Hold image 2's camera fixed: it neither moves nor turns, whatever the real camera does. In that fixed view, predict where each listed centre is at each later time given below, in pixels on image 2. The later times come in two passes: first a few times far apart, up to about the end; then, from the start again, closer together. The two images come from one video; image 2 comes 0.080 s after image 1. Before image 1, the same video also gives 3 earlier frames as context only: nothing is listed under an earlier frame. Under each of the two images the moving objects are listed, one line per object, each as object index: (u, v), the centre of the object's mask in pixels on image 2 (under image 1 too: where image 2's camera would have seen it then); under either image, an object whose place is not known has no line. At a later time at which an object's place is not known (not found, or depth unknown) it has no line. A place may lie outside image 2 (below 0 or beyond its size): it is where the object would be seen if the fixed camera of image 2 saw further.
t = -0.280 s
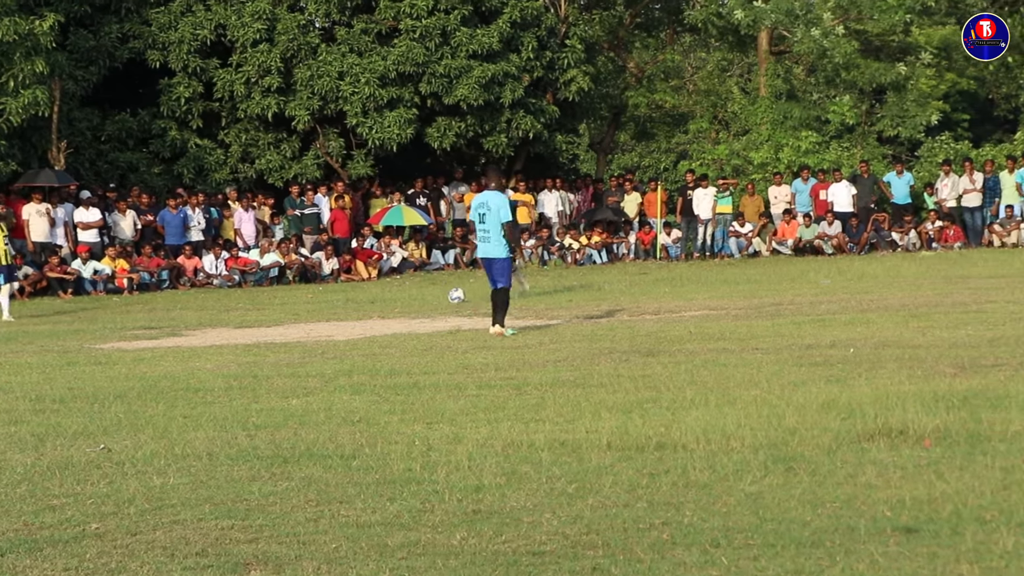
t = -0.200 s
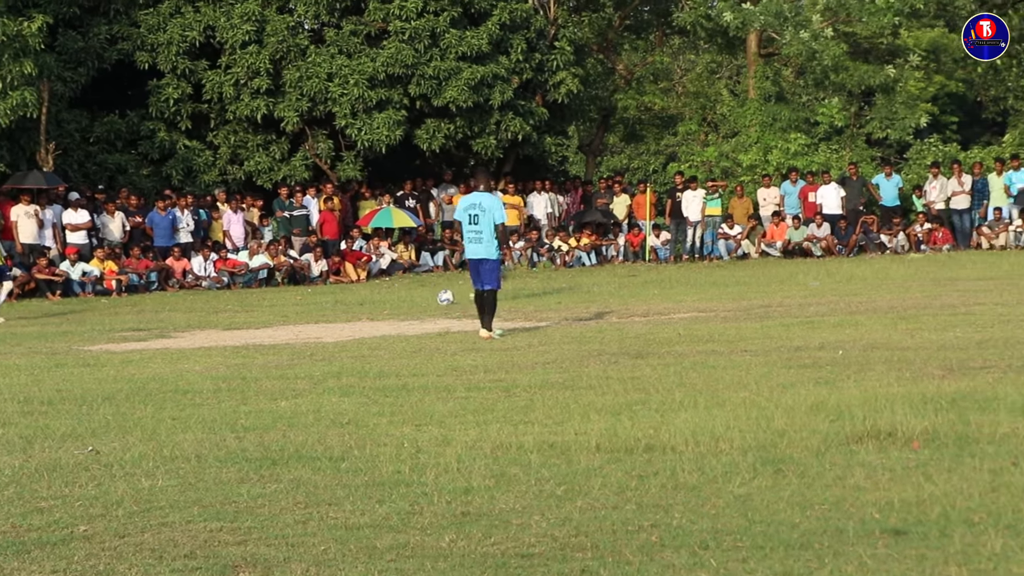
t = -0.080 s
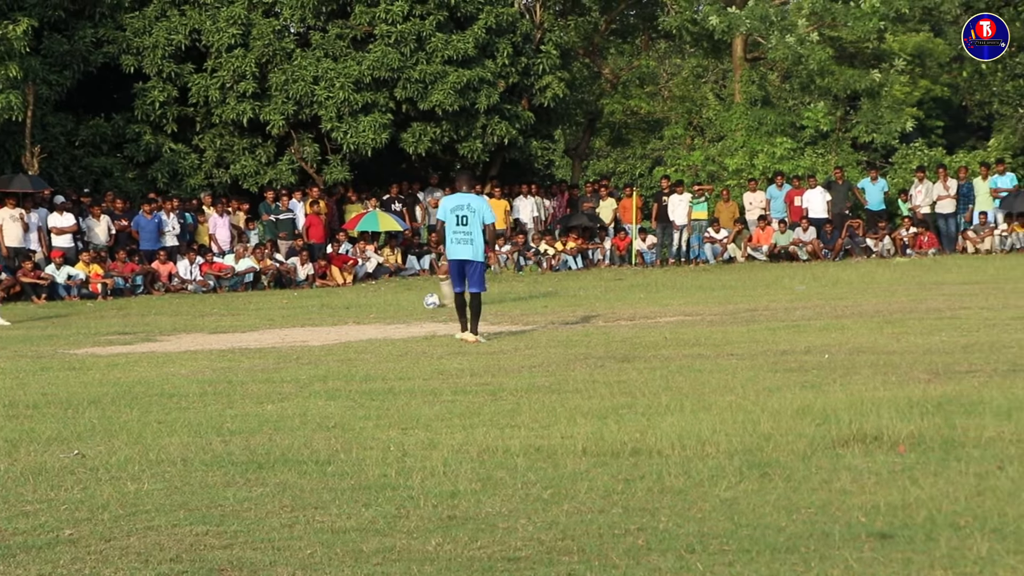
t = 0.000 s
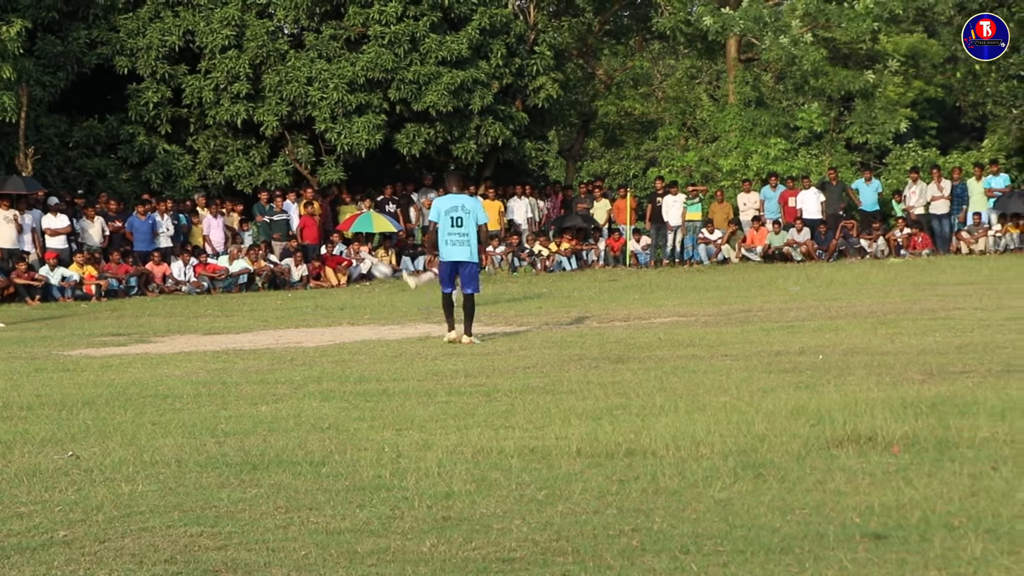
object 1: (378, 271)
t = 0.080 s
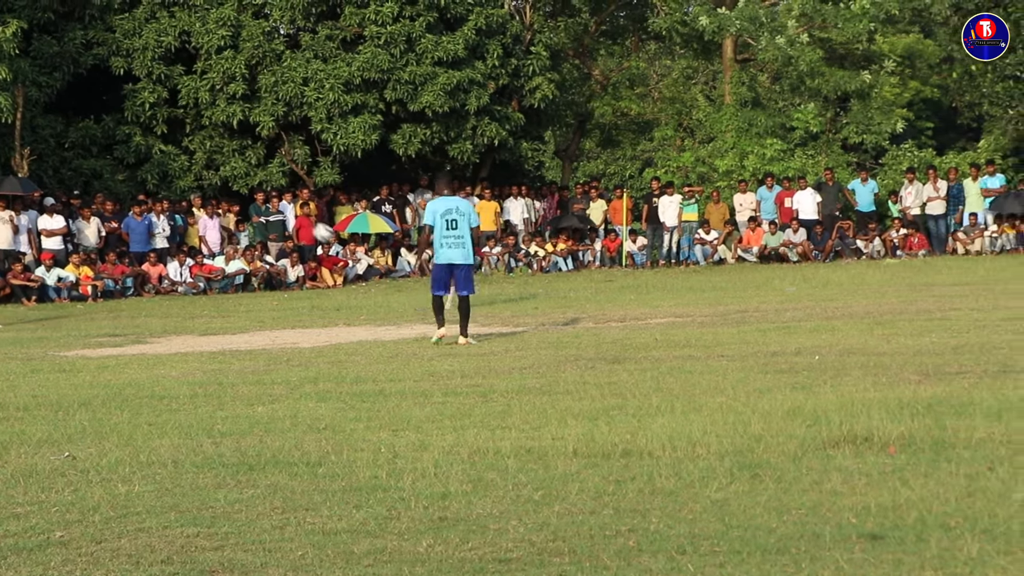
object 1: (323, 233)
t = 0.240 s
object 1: (211, 162)
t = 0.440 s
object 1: (63, 82)
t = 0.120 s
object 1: (297, 214)
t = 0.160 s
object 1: (267, 196)
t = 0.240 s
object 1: (211, 162)
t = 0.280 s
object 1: (182, 145)
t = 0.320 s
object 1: (154, 128)
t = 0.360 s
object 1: (124, 113)
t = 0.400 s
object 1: (94, 97)
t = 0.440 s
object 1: (63, 82)
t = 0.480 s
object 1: (33, 68)
